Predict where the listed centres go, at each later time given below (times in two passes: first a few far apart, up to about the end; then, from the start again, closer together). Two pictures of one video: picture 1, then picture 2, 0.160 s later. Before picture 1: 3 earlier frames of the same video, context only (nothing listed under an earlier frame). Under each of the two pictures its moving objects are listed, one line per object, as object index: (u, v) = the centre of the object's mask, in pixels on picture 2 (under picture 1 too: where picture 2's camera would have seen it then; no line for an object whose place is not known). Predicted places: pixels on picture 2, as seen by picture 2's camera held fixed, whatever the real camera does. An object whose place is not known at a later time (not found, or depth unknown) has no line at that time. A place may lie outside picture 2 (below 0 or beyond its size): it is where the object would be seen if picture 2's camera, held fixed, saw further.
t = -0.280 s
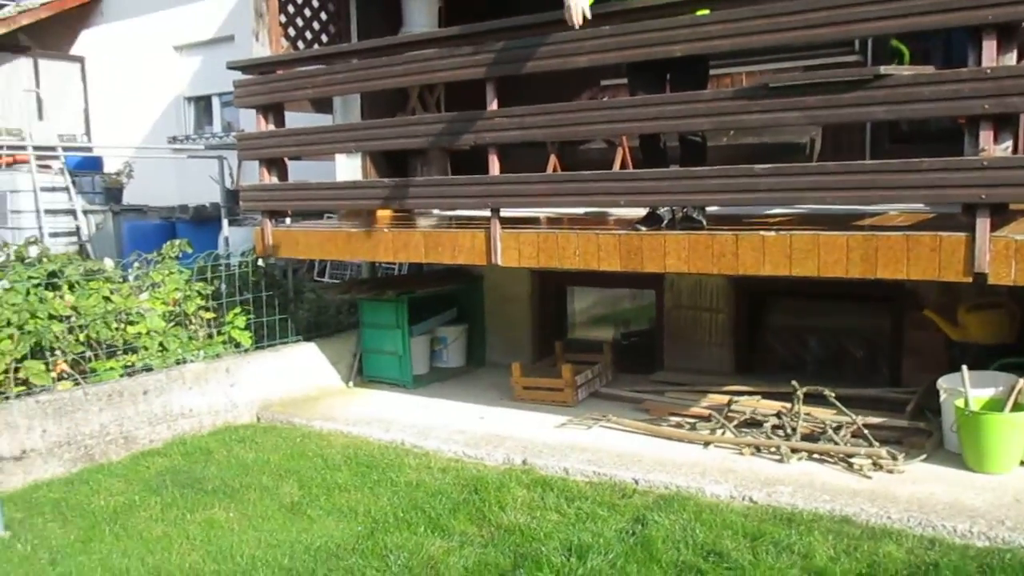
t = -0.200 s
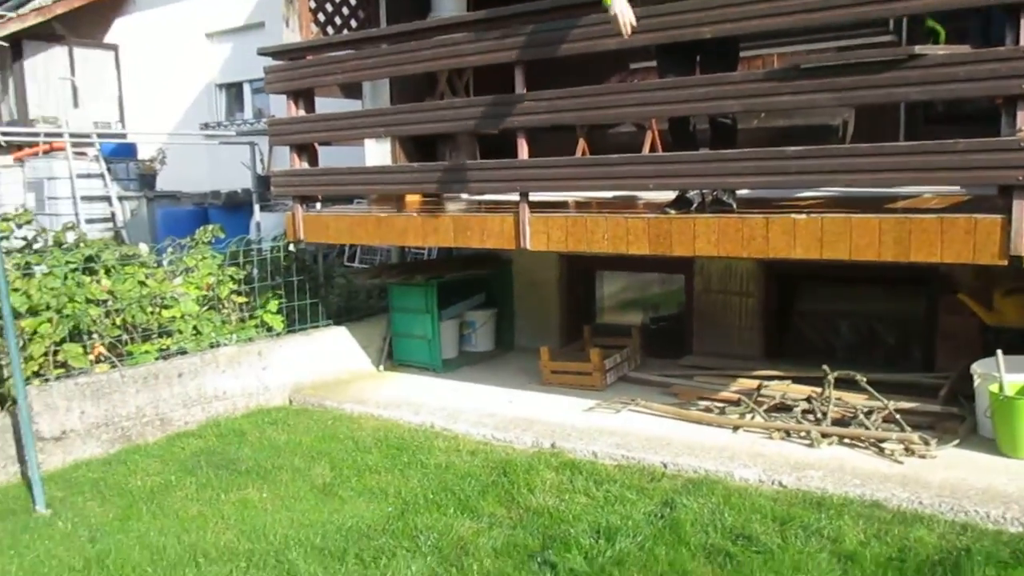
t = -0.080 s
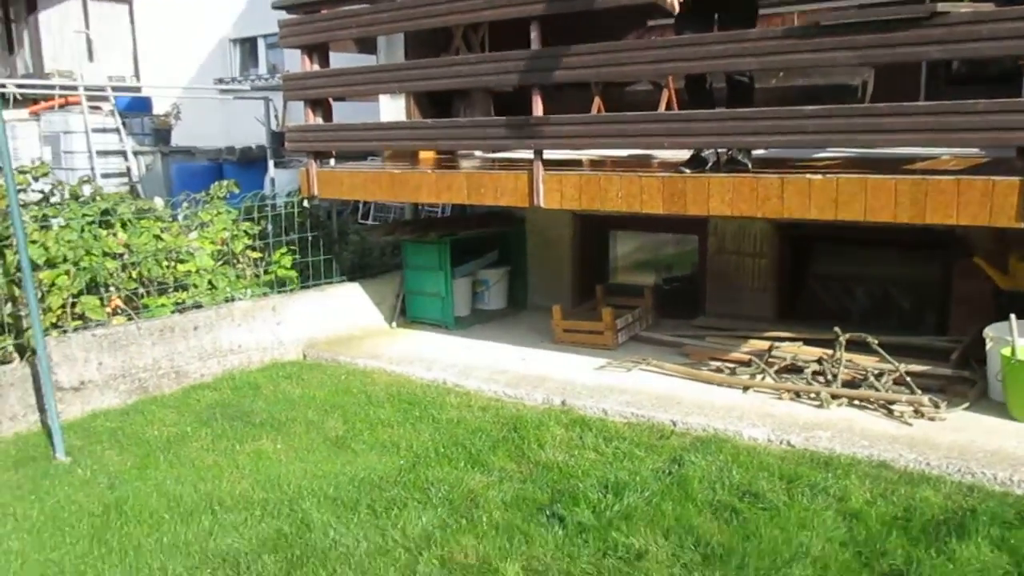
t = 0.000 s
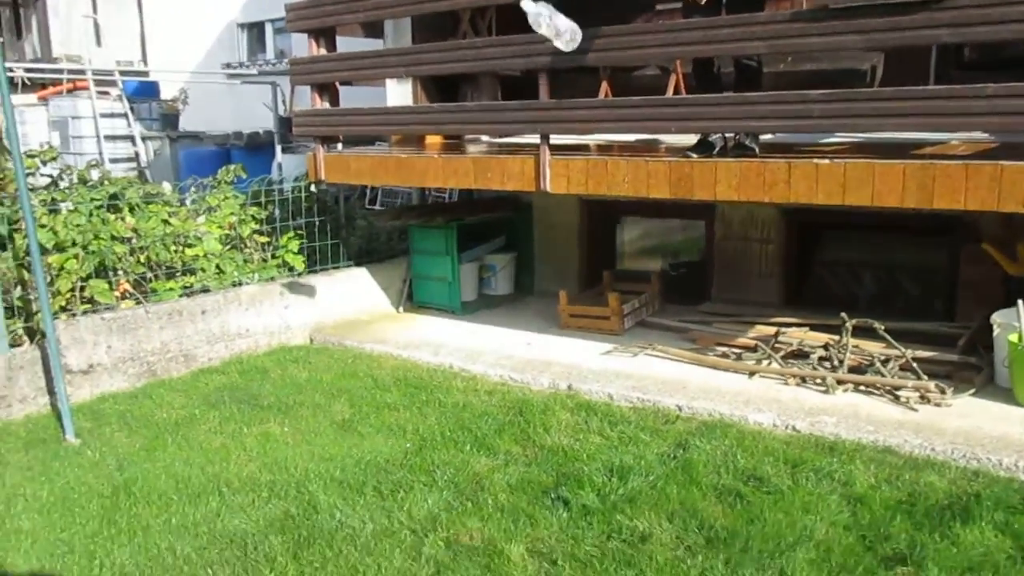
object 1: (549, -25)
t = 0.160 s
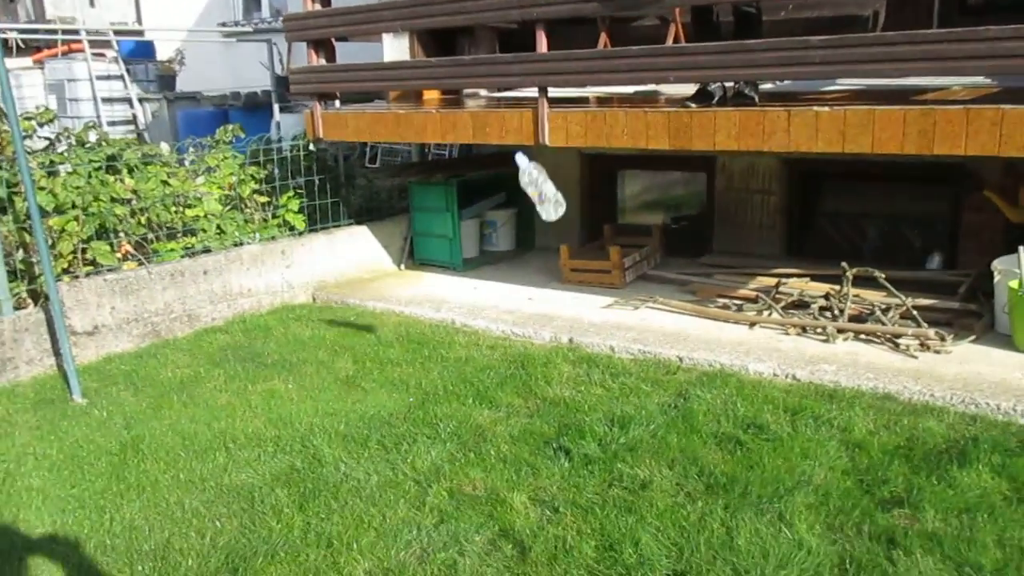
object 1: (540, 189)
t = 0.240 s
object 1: (537, 317)
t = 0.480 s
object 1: (506, 427)
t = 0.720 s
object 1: (493, 441)
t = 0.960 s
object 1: (493, 441)
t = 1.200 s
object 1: (493, 440)
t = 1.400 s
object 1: (493, 440)
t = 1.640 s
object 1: (493, 441)
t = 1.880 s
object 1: (492, 441)
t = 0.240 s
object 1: (537, 317)
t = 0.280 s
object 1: (538, 387)
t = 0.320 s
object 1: (531, 417)
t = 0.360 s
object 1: (526, 418)
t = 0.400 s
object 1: (521, 419)
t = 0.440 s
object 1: (514, 421)
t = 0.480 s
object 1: (506, 427)
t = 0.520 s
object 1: (499, 437)
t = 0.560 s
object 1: (494, 440)
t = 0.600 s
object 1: (494, 440)
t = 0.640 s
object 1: (494, 440)
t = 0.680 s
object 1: (493, 440)
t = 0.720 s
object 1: (493, 441)
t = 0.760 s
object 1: (493, 441)
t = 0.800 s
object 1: (493, 441)
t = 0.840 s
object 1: (493, 441)
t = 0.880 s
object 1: (493, 440)
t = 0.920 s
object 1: (493, 441)
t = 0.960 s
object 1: (493, 441)
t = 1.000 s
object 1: (493, 440)
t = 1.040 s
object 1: (494, 440)
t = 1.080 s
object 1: (494, 440)
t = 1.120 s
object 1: (494, 441)
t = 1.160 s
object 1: (494, 440)
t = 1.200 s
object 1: (493, 440)
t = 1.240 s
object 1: (493, 441)
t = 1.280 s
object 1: (493, 440)
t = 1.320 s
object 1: (493, 440)
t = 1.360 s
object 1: (493, 441)
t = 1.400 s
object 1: (493, 440)
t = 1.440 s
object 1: (494, 440)
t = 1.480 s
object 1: (493, 440)
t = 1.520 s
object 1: (493, 440)
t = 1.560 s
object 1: (493, 440)
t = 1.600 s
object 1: (493, 440)
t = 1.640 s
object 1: (493, 441)
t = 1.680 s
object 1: (493, 441)
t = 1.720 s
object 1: (493, 440)
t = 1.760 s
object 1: (493, 441)
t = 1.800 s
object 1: (493, 441)
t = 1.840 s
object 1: (493, 441)
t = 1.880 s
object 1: (492, 441)
